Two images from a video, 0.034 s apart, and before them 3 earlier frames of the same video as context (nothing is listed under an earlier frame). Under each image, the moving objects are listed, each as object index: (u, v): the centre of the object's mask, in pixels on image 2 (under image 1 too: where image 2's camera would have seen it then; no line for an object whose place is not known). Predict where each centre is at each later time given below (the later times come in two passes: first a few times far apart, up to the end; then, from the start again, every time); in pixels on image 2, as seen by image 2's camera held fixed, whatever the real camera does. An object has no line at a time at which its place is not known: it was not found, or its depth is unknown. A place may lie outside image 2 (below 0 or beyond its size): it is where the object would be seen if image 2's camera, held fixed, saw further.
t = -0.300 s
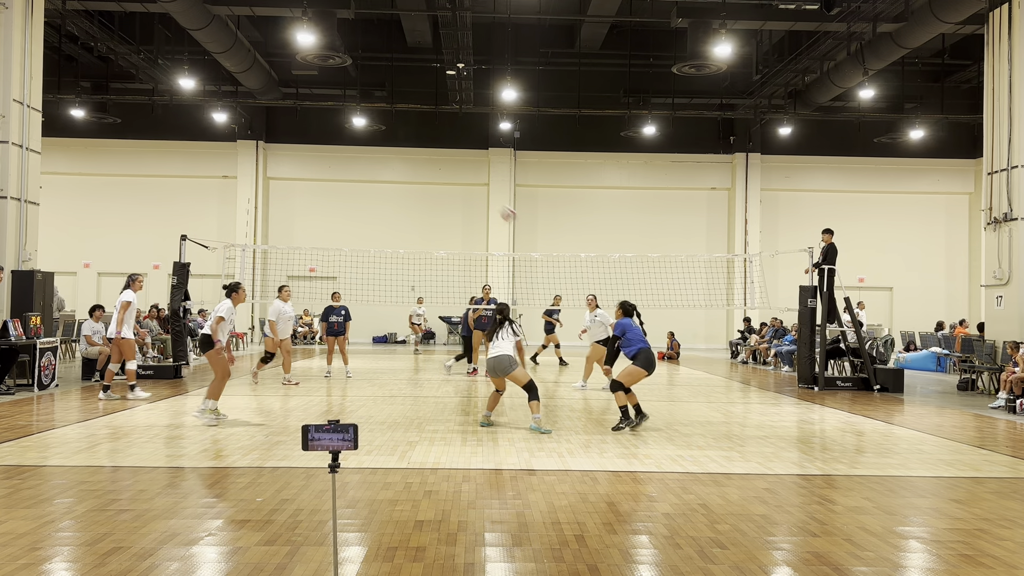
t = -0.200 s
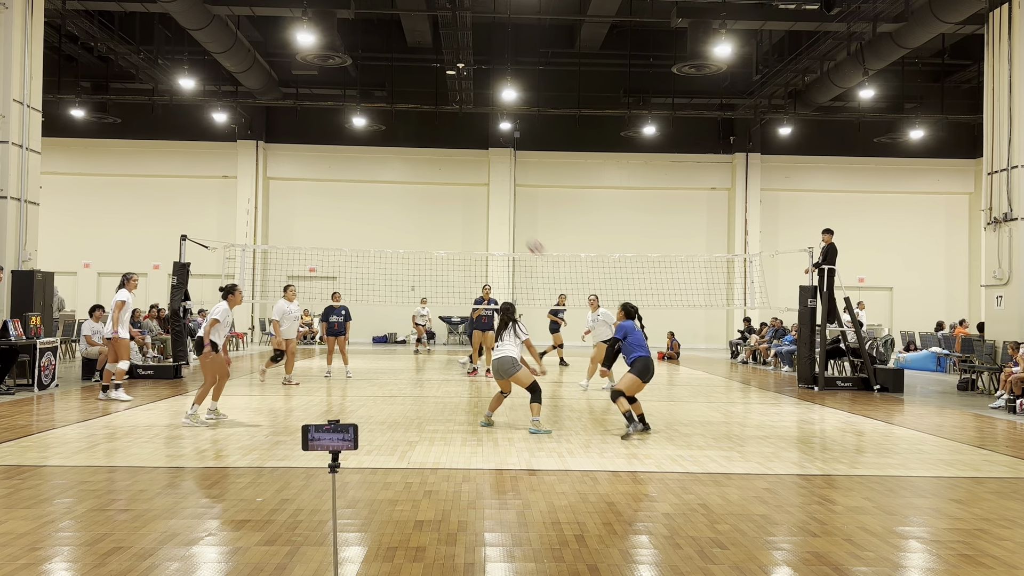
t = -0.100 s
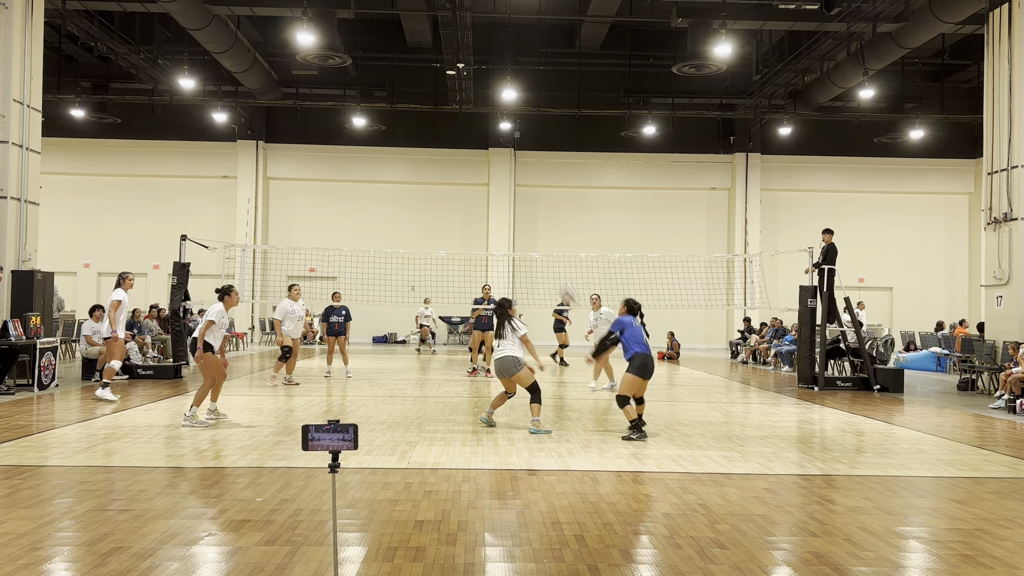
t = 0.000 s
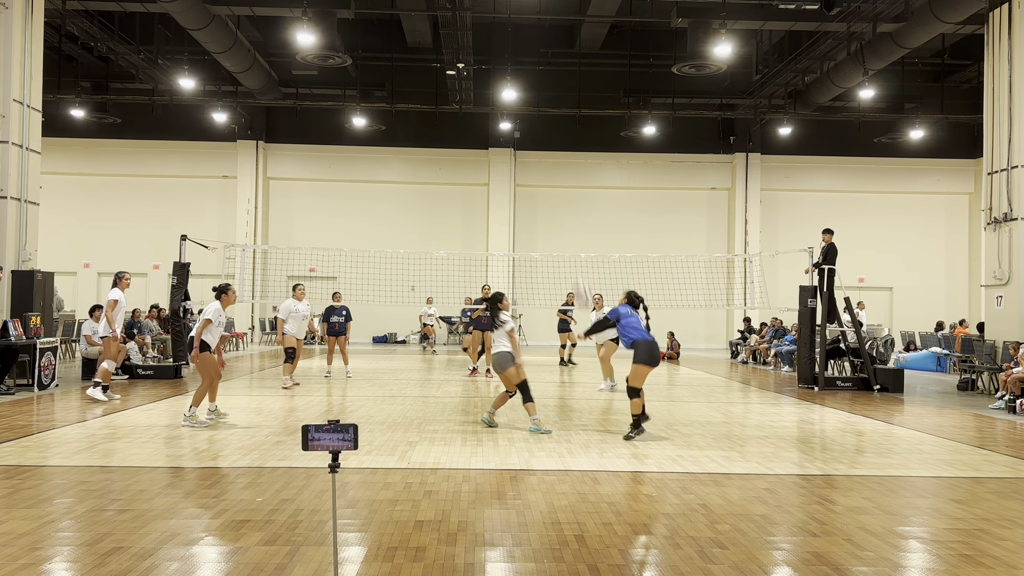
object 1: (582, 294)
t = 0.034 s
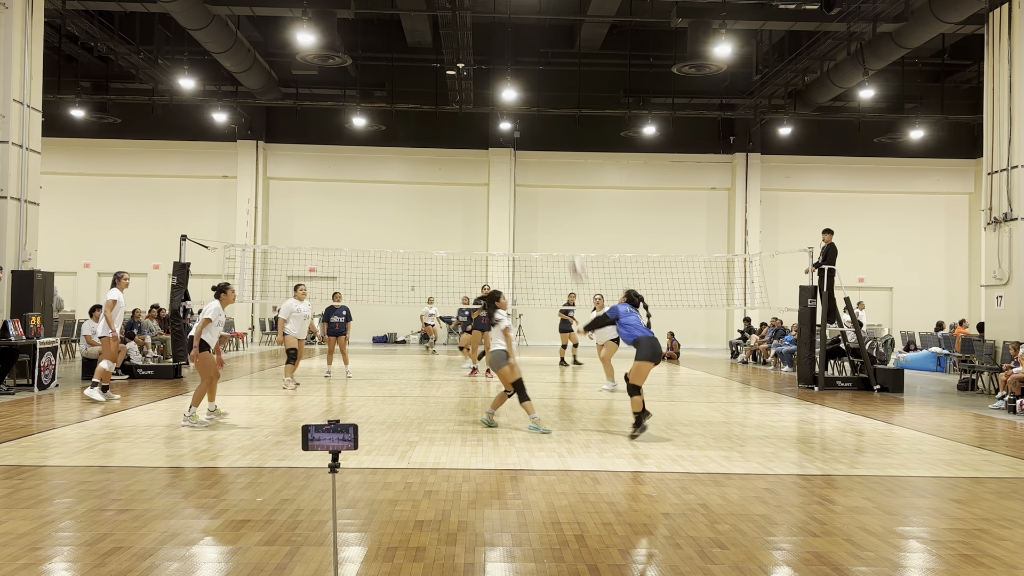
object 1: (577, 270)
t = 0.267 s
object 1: (545, 133)
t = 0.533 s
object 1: (512, 51)
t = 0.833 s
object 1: (479, 33)
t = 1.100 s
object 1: (454, 71)
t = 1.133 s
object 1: (451, 79)
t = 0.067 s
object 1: (572, 244)
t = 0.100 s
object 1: (567, 223)
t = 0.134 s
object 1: (562, 202)
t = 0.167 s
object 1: (558, 183)
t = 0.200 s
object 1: (554, 165)
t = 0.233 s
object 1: (549, 147)
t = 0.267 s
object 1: (545, 133)
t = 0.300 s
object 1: (541, 119)
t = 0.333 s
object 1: (536, 106)
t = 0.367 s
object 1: (532, 94)
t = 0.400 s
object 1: (528, 83)
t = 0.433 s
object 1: (524, 74)
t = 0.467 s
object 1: (520, 65)
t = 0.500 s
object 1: (515, 57)
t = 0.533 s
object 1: (512, 51)
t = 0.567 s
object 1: (508, 45)
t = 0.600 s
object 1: (504, 40)
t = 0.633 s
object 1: (500, 37)
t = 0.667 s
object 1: (497, 34)
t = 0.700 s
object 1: (493, 32)
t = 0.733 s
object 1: (490, 31)
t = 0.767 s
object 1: (486, 31)
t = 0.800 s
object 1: (482, 32)
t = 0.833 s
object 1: (479, 33)
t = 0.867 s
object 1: (476, 35)
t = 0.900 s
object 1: (472, 38)
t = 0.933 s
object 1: (469, 42)
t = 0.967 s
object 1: (466, 47)
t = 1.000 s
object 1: (463, 52)
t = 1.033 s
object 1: (460, 58)
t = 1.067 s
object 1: (457, 64)
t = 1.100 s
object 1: (454, 71)
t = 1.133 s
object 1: (451, 79)
